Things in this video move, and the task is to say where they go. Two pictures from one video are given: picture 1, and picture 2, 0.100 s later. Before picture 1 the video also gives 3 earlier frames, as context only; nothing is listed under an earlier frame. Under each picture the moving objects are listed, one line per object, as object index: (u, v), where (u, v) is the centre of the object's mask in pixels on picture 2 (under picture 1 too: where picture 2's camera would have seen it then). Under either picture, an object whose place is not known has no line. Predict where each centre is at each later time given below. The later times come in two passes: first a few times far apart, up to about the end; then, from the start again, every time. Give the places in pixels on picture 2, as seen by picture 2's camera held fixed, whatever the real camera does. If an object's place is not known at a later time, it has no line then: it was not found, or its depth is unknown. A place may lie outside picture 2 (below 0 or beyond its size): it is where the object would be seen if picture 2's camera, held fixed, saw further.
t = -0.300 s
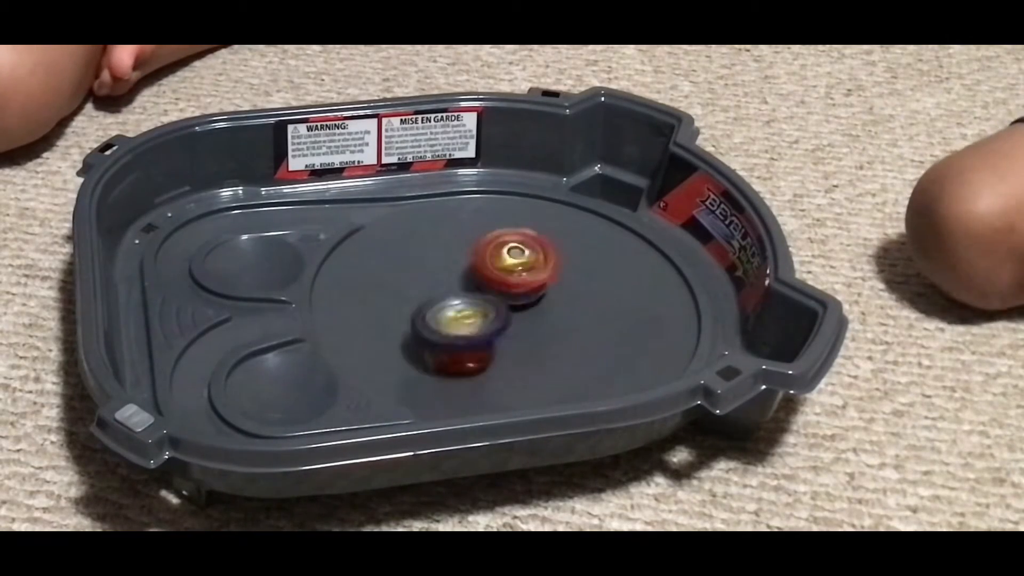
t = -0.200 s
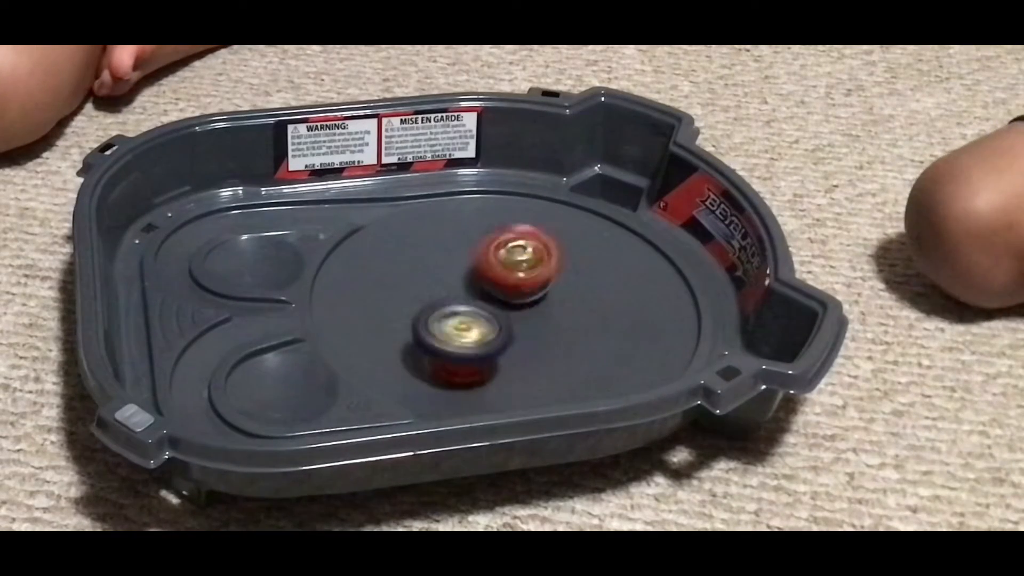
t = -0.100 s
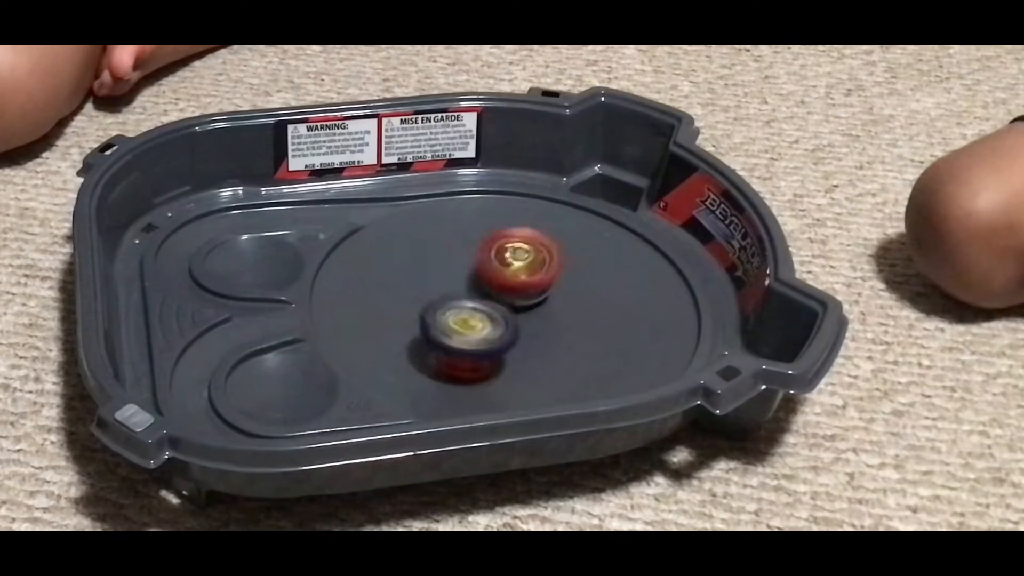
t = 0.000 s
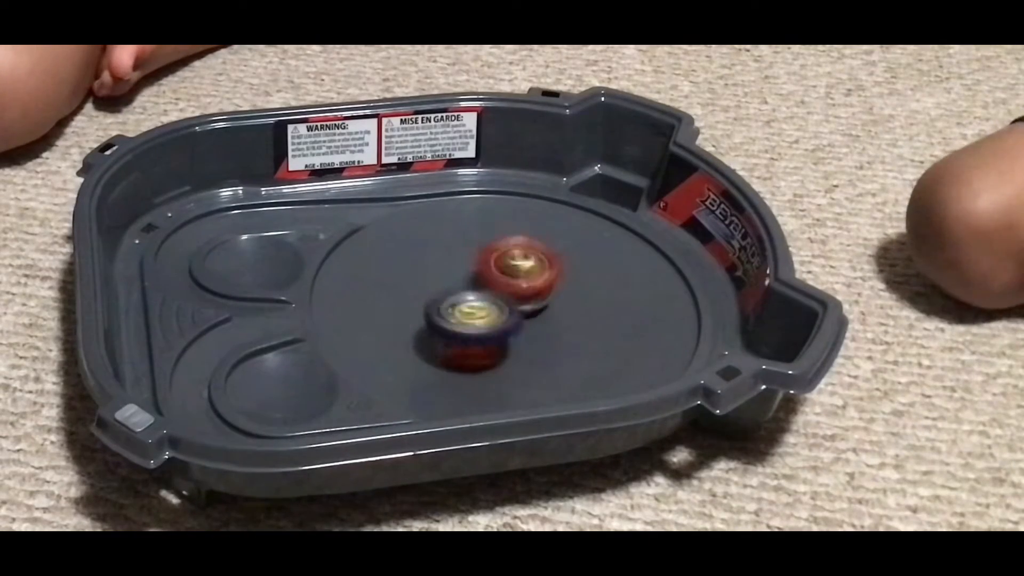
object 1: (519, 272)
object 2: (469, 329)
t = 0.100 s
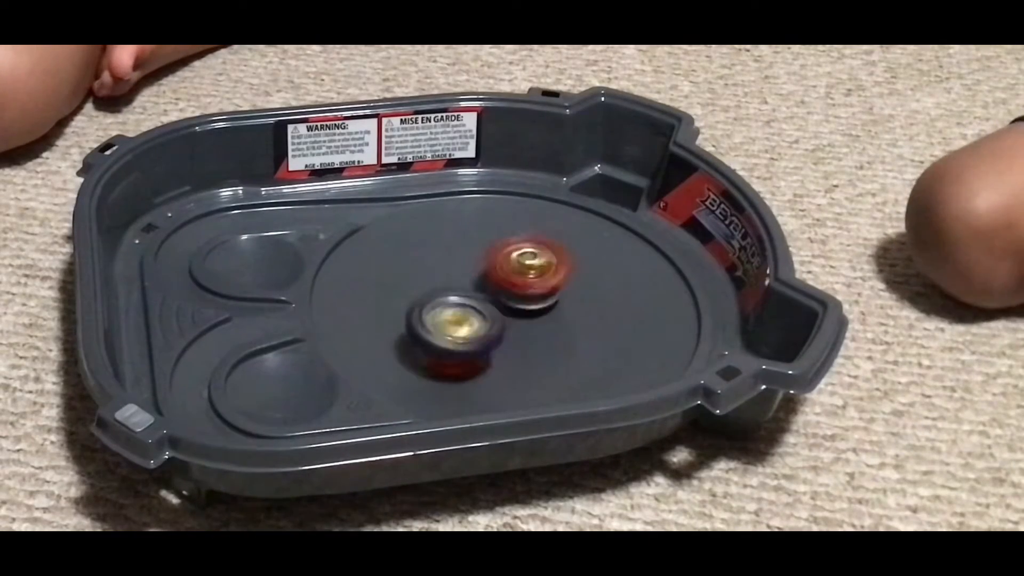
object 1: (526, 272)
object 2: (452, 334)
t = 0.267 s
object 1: (533, 274)
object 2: (448, 334)
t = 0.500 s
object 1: (528, 286)
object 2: (440, 323)
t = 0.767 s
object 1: (535, 292)
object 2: (443, 319)
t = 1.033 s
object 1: (552, 288)
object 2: (418, 315)
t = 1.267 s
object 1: (527, 297)
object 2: (435, 304)
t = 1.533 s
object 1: (559, 301)
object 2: (378, 277)
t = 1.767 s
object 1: (537, 307)
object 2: (429, 286)
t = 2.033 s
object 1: (538, 326)
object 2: (437, 273)
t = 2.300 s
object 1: (513, 326)
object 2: (465, 270)
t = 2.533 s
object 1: (494, 328)
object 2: (473, 254)
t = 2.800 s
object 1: (481, 333)
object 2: (457, 238)
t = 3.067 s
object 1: (481, 323)
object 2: (466, 258)
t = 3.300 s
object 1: (506, 330)
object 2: (488, 262)
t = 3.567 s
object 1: (517, 316)
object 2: (469, 258)
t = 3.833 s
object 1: (534, 320)
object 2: (460, 268)
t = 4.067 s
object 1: (537, 320)
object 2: (466, 277)
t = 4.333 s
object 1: (537, 319)
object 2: (458, 264)
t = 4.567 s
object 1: (528, 318)
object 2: (457, 261)
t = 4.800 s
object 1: (512, 317)
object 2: (458, 267)
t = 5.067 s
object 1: (508, 321)
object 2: (464, 261)
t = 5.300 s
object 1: (506, 332)
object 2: (466, 258)
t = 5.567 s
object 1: (498, 326)
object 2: (472, 265)
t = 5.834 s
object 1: (494, 331)
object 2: (459, 272)
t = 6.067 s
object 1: (507, 330)
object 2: (467, 271)
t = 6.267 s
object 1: (504, 328)
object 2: (471, 269)
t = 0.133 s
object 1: (529, 271)
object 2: (449, 335)
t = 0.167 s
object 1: (530, 272)
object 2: (447, 335)
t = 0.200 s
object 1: (530, 273)
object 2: (446, 335)
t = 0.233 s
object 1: (533, 273)
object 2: (447, 335)
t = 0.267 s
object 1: (533, 274)
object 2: (448, 334)
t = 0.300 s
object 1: (530, 276)
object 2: (449, 332)
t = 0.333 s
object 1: (530, 278)
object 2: (449, 330)
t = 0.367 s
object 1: (529, 278)
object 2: (451, 327)
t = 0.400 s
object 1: (526, 281)
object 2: (451, 325)
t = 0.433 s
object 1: (526, 283)
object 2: (452, 323)
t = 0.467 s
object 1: (528, 284)
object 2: (446, 322)
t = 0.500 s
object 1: (528, 286)
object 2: (440, 323)
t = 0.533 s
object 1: (530, 286)
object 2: (439, 324)
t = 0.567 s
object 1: (532, 287)
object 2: (438, 324)
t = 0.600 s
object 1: (533, 287)
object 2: (437, 324)
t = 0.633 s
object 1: (535, 288)
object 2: (439, 324)
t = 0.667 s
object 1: (534, 289)
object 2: (441, 323)
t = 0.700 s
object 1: (536, 290)
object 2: (442, 322)
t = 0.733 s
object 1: (535, 291)
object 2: (444, 321)
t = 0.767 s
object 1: (535, 292)
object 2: (443, 319)
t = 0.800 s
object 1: (540, 291)
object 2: (433, 318)
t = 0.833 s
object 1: (543, 290)
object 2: (423, 319)
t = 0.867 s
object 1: (549, 289)
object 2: (418, 318)
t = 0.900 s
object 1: (550, 289)
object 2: (416, 317)
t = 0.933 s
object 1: (553, 289)
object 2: (415, 317)
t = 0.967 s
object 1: (553, 288)
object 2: (415, 317)
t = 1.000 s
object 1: (554, 288)
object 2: (417, 316)
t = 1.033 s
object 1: (552, 288)
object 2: (418, 315)
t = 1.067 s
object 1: (551, 288)
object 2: (420, 314)
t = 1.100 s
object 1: (549, 289)
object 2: (421, 313)
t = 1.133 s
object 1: (545, 289)
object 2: (423, 311)
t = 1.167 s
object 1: (541, 291)
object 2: (425, 310)
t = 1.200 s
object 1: (537, 294)
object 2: (427, 307)
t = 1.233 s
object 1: (531, 296)
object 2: (431, 305)
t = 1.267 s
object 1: (527, 297)
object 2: (435, 304)
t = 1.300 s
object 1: (532, 299)
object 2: (422, 299)
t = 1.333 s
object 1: (536, 300)
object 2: (407, 295)
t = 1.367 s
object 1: (546, 300)
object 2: (394, 291)
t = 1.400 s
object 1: (549, 300)
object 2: (387, 286)
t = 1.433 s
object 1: (554, 300)
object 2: (380, 283)
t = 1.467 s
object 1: (556, 301)
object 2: (377, 279)
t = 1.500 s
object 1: (558, 302)
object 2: (377, 275)
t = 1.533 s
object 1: (559, 301)
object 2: (378, 277)
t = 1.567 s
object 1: (559, 301)
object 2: (382, 277)
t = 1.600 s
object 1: (558, 302)
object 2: (388, 277)
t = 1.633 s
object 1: (556, 302)
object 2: (393, 278)
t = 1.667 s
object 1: (551, 303)
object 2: (401, 280)
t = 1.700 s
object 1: (545, 304)
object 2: (409, 281)
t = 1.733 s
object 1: (541, 306)
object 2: (420, 283)
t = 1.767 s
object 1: (537, 307)
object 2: (429, 286)
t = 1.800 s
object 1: (532, 310)
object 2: (437, 285)
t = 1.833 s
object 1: (537, 313)
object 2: (436, 277)
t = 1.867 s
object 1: (538, 315)
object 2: (435, 274)
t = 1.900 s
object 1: (539, 318)
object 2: (434, 272)
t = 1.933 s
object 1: (540, 321)
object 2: (433, 272)
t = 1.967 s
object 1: (540, 323)
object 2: (430, 273)
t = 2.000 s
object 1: (538, 325)
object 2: (433, 273)
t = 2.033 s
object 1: (538, 326)
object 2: (437, 273)
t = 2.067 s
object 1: (536, 326)
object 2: (441, 273)
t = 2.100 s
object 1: (533, 327)
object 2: (445, 273)
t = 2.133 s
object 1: (533, 327)
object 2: (451, 275)
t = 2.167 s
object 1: (527, 326)
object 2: (454, 276)
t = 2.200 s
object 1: (525, 325)
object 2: (457, 279)
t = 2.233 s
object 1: (521, 325)
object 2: (460, 276)
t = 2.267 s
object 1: (516, 326)
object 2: (461, 274)
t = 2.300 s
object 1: (513, 326)
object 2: (465, 270)
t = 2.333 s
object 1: (511, 327)
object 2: (465, 269)
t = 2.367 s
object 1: (508, 327)
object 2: (465, 265)
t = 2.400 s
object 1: (506, 328)
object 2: (468, 262)
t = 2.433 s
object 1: (505, 328)
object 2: (470, 256)
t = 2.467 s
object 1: (501, 330)
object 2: (468, 257)
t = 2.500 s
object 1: (498, 329)
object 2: (469, 255)
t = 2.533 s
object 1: (494, 328)
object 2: (473, 254)
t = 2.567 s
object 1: (493, 328)
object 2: (474, 256)
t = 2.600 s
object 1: (490, 326)
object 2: (470, 258)
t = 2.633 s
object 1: (485, 324)
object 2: (471, 259)
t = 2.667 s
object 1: (487, 326)
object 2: (462, 259)
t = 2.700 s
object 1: (483, 330)
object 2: (461, 252)
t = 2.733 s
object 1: (483, 330)
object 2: (459, 246)
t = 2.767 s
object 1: (482, 330)
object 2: (458, 239)
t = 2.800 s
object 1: (481, 333)
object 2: (457, 238)
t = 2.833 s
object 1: (480, 332)
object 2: (456, 240)
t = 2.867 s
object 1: (480, 332)
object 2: (457, 238)
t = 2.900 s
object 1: (480, 330)
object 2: (459, 241)
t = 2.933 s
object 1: (481, 330)
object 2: (459, 245)
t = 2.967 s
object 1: (479, 327)
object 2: (462, 248)
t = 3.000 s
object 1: (482, 326)
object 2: (463, 253)
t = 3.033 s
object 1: (481, 322)
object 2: (463, 254)
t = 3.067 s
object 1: (481, 323)
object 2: (466, 258)
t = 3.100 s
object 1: (481, 325)
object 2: (470, 259)
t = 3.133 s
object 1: (485, 329)
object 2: (475, 261)
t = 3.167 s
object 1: (487, 330)
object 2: (477, 261)
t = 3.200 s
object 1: (494, 332)
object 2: (481, 263)
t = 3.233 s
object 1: (496, 333)
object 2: (487, 260)
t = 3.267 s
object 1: (501, 332)
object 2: (486, 262)
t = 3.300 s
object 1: (506, 330)
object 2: (488, 262)
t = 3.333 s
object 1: (509, 328)
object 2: (490, 258)
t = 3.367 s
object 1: (511, 327)
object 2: (487, 260)
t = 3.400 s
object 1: (511, 324)
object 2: (486, 256)
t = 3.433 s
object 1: (514, 324)
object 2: (484, 256)
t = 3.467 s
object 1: (515, 321)
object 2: (482, 253)
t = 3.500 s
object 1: (517, 319)
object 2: (482, 254)
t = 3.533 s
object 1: (515, 318)
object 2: (477, 256)
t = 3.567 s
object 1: (517, 316)
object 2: (469, 258)
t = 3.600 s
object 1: (517, 317)
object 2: (466, 259)
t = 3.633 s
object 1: (518, 315)
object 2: (463, 259)
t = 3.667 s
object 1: (519, 316)
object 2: (464, 262)
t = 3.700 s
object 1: (521, 315)
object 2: (461, 264)
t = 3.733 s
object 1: (523, 316)
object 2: (460, 266)
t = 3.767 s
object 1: (524, 318)
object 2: (461, 269)
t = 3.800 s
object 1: (529, 318)
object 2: (462, 267)
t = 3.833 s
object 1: (534, 320)
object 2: (460, 268)
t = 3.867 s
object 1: (533, 321)
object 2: (457, 268)
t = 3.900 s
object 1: (534, 321)
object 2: (459, 269)
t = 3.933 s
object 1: (538, 322)
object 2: (461, 270)
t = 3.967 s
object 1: (537, 320)
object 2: (464, 272)
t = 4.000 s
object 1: (537, 320)
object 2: (466, 275)
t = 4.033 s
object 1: (537, 320)
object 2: (466, 275)
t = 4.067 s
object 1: (537, 320)
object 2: (466, 277)
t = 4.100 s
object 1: (540, 321)
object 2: (467, 277)
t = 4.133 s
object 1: (541, 321)
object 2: (466, 277)
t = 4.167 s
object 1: (543, 319)
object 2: (466, 277)
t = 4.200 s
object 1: (543, 319)
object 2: (468, 275)
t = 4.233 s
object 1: (540, 318)
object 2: (467, 276)
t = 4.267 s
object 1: (537, 315)
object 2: (466, 274)
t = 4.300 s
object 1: (539, 317)
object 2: (462, 271)
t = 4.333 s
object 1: (537, 319)
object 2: (458, 264)
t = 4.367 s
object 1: (537, 319)
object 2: (456, 260)
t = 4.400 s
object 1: (540, 321)
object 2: (455, 258)
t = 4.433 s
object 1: (540, 321)
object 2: (454, 256)
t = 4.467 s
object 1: (537, 320)
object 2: (454, 256)
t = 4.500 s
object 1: (535, 321)
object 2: (455, 258)
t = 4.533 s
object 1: (532, 319)
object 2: (457, 258)
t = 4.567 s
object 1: (528, 318)
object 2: (457, 261)
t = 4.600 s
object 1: (528, 317)
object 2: (459, 263)
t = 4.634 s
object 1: (525, 317)
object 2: (458, 265)
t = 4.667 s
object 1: (518, 316)
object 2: (456, 266)
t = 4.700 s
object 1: (517, 317)
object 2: (458, 267)
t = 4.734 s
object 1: (516, 318)
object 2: (457, 268)
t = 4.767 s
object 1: (513, 317)
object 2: (459, 266)
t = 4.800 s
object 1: (512, 317)
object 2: (458, 267)
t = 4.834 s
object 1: (514, 318)
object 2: (459, 268)
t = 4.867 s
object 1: (514, 318)
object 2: (461, 266)
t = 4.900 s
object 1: (509, 318)
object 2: (461, 266)
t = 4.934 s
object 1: (507, 319)
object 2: (461, 264)
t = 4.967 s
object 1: (507, 319)
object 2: (464, 263)
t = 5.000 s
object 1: (505, 319)
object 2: (466, 262)
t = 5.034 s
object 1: (505, 319)
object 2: (468, 259)
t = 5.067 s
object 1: (508, 321)
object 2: (464, 261)
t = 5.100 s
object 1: (510, 323)
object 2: (462, 259)
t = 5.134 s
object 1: (509, 326)
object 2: (462, 257)
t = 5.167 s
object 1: (508, 328)
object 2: (462, 256)
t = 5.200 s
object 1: (504, 330)
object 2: (462, 254)
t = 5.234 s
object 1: (504, 330)
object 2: (463, 255)
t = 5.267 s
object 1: (505, 330)
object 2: (464, 257)
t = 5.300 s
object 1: (506, 332)
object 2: (466, 258)
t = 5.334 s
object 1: (506, 330)
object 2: (469, 260)
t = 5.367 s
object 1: (510, 330)
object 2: (474, 255)
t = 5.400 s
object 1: (511, 330)
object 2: (473, 261)
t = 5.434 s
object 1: (511, 330)
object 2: (473, 262)
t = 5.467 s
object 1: (510, 329)
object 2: (474, 263)
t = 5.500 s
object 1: (508, 328)
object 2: (474, 263)
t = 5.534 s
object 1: (503, 326)
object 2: (473, 264)
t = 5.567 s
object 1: (498, 326)
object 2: (472, 265)
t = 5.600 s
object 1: (495, 326)
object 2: (469, 266)
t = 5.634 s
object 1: (494, 328)
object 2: (466, 268)
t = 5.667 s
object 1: (494, 329)
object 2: (464, 271)
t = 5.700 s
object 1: (494, 333)
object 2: (464, 272)
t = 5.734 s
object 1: (493, 333)
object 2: (462, 273)
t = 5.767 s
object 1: (493, 333)
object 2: (461, 272)
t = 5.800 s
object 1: (493, 333)
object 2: (459, 272)
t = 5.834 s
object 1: (494, 331)
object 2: (459, 272)
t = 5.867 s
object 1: (495, 330)
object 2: (459, 272)
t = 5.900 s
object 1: (497, 329)
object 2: (460, 270)
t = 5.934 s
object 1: (500, 329)
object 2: (461, 271)
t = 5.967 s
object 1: (503, 329)
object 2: (463, 271)
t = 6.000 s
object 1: (505, 329)
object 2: (465, 271)
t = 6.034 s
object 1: (506, 329)
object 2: (467, 270)
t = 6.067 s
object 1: (507, 330)
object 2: (467, 271)
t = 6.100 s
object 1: (508, 330)
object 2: (469, 270)
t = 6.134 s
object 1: (508, 329)
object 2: (470, 270)
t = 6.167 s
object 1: (507, 329)
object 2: (471, 269)
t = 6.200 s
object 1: (506, 329)
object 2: (471, 269)
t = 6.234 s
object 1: (505, 329)
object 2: (471, 269)
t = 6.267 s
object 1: (504, 328)
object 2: (471, 269)
